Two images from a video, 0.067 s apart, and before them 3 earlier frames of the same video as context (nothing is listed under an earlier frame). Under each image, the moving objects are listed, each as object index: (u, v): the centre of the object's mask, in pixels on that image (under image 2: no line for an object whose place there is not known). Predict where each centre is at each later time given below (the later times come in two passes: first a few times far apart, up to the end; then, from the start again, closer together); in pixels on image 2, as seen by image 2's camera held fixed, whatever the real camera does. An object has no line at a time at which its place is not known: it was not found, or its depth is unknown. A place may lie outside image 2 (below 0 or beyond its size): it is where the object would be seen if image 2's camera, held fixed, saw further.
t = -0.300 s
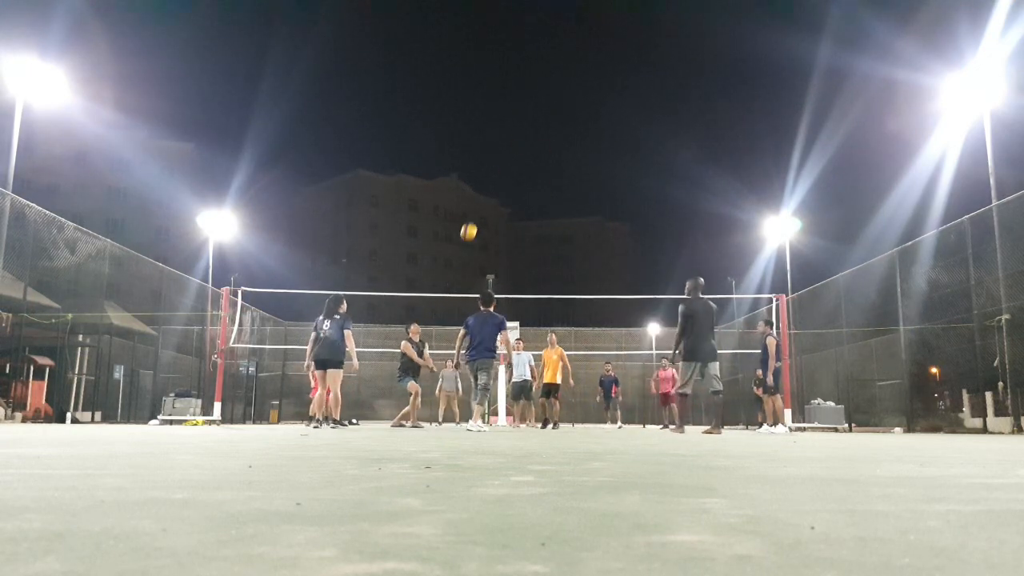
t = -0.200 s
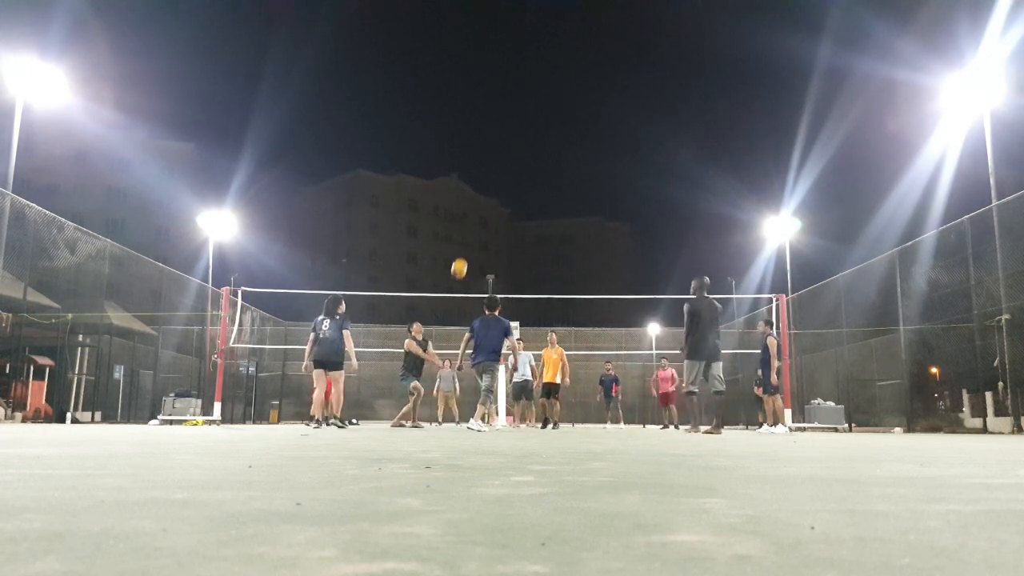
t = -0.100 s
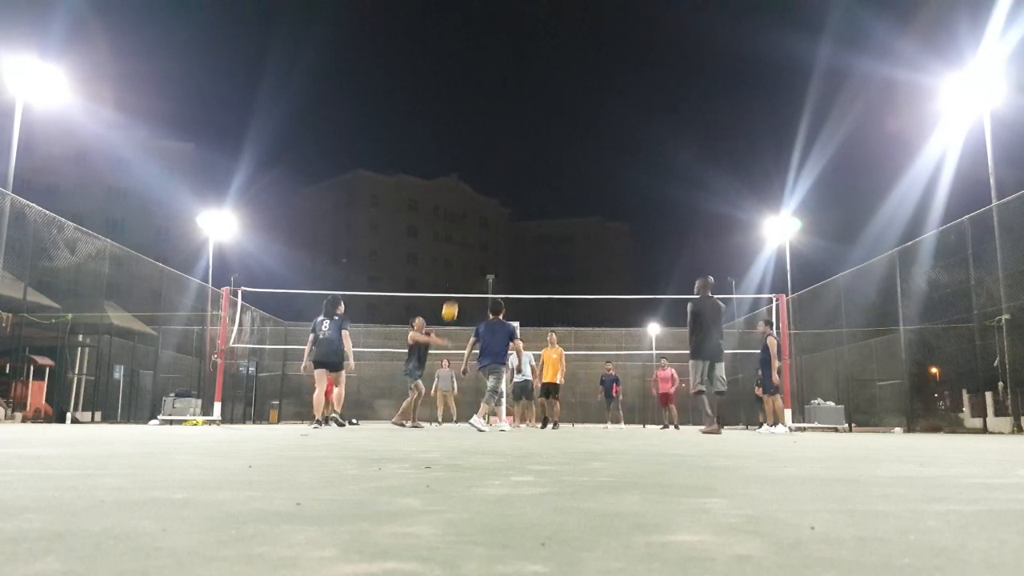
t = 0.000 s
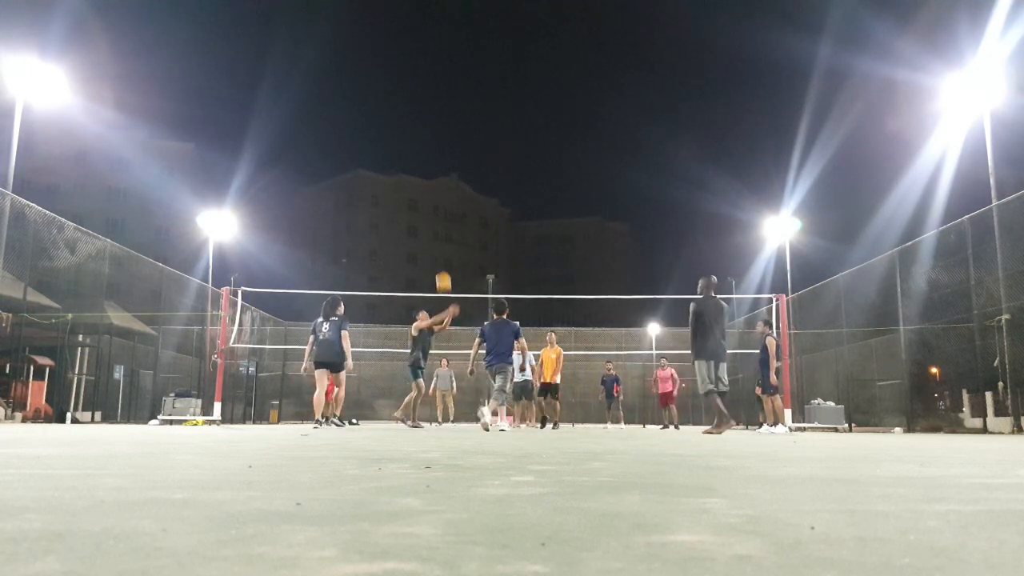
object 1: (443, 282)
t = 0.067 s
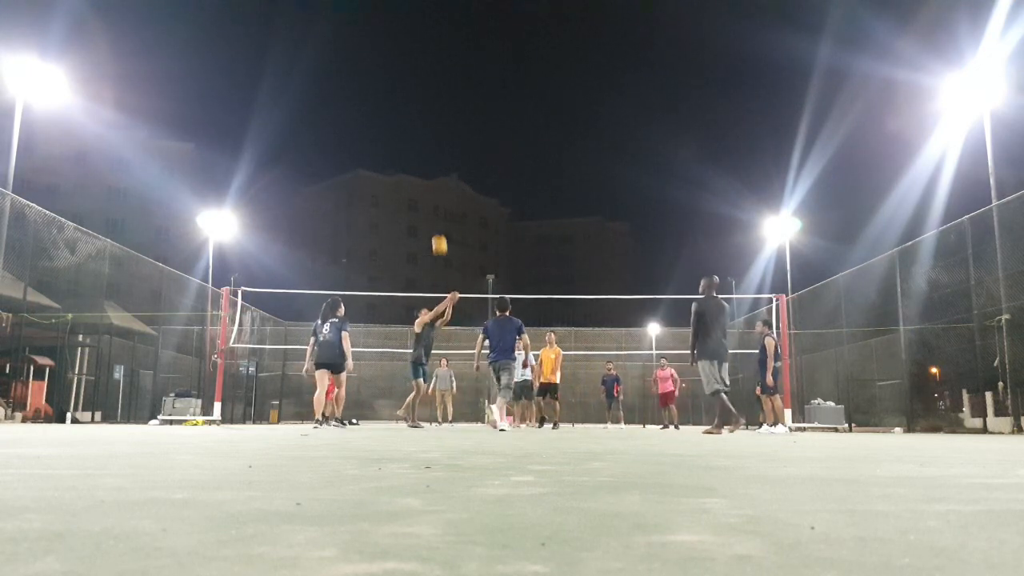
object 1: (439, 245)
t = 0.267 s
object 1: (428, 157)
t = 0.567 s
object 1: (411, 83)
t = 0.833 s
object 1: (397, 66)
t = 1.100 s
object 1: (383, 88)
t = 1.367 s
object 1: (370, 145)
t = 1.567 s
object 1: (361, 208)
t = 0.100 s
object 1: (437, 228)
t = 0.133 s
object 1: (436, 212)
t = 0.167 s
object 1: (433, 196)
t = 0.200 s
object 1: (431, 182)
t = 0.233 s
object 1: (430, 169)
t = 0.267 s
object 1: (428, 157)
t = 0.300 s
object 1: (426, 145)
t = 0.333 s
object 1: (424, 135)
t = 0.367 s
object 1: (422, 125)
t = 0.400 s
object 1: (420, 116)
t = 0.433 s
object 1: (418, 108)
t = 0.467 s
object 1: (417, 101)
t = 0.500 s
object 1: (415, 94)
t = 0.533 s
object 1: (413, 89)
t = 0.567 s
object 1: (411, 83)
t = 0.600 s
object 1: (409, 79)
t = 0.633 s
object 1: (407, 75)
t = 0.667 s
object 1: (406, 72)
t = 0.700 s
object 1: (404, 69)
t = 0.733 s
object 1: (402, 68)
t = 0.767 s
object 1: (400, 66)
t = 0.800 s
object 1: (399, 66)
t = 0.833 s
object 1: (397, 66)
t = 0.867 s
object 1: (395, 67)
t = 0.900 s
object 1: (393, 68)
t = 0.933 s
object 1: (392, 70)
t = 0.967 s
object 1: (390, 72)
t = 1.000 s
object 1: (388, 75)
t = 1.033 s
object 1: (387, 79)
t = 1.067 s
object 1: (385, 83)
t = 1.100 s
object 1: (383, 88)
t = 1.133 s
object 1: (381, 94)
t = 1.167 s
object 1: (380, 99)
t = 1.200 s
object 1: (378, 105)
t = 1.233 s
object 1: (376, 112)
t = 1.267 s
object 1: (375, 120)
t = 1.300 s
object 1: (373, 128)
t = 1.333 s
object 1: (371, 136)
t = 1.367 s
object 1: (370, 145)
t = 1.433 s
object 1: (366, 164)
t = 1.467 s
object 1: (365, 175)
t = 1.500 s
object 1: (364, 186)
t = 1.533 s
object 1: (362, 197)
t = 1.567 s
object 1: (361, 208)
